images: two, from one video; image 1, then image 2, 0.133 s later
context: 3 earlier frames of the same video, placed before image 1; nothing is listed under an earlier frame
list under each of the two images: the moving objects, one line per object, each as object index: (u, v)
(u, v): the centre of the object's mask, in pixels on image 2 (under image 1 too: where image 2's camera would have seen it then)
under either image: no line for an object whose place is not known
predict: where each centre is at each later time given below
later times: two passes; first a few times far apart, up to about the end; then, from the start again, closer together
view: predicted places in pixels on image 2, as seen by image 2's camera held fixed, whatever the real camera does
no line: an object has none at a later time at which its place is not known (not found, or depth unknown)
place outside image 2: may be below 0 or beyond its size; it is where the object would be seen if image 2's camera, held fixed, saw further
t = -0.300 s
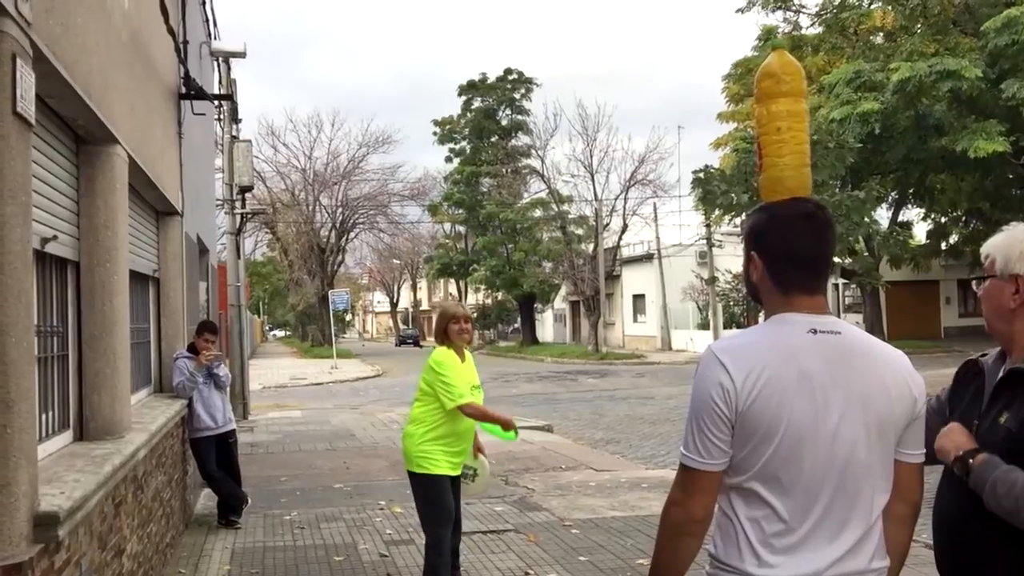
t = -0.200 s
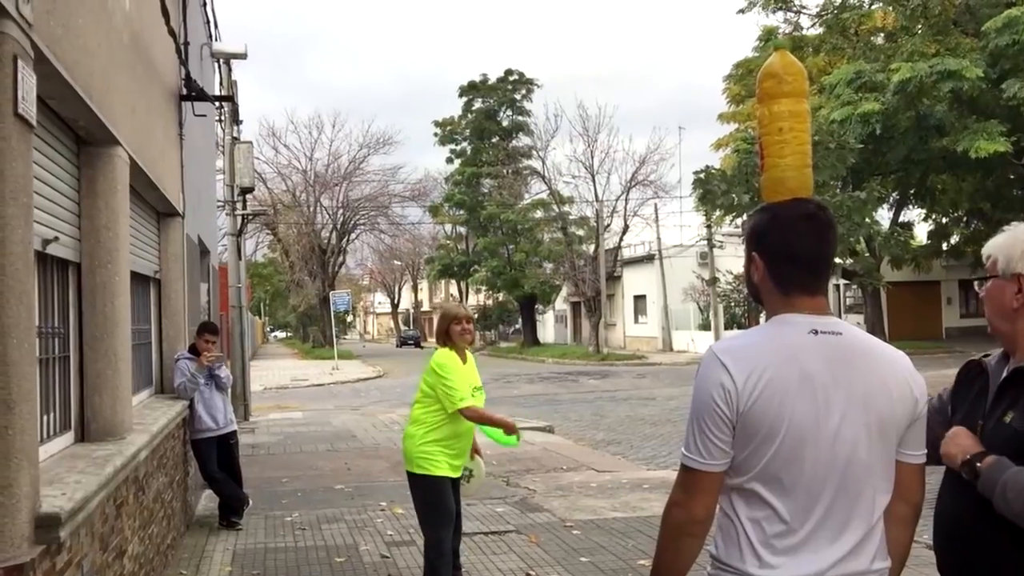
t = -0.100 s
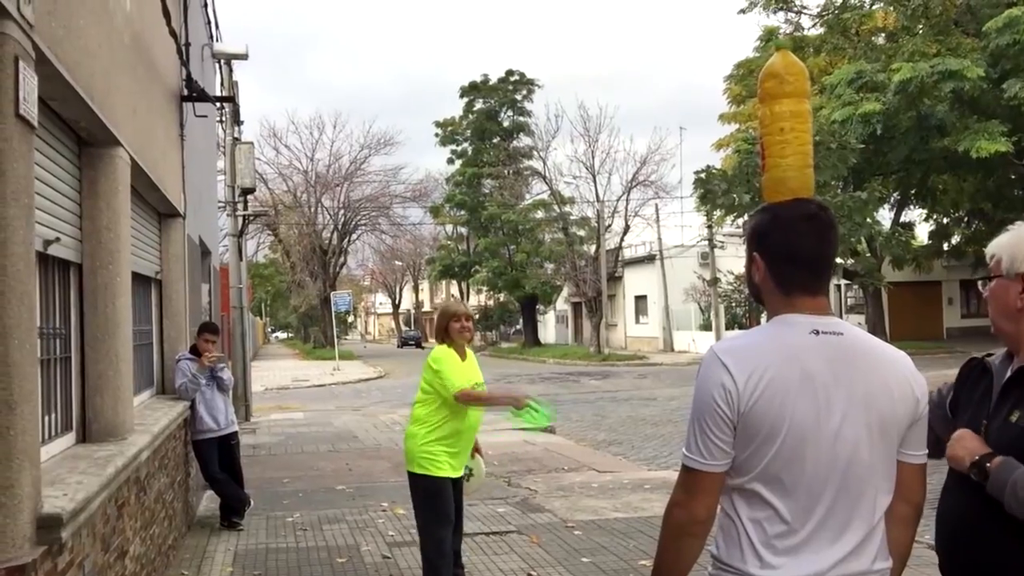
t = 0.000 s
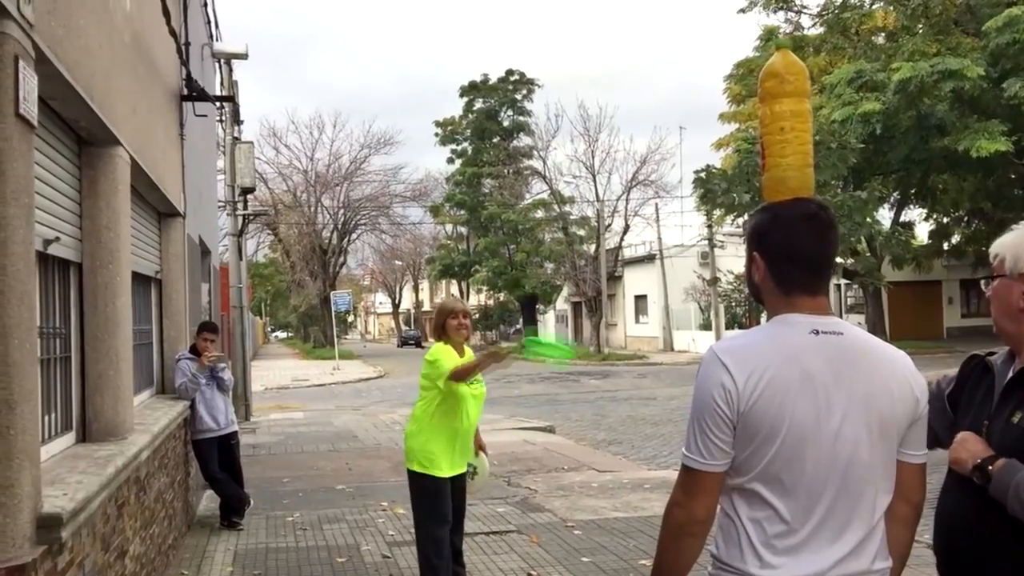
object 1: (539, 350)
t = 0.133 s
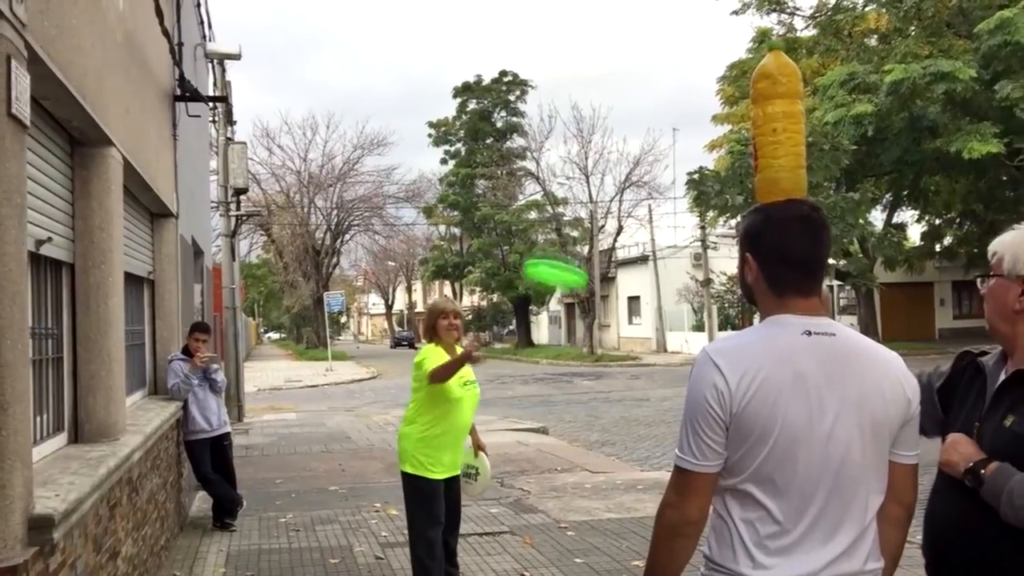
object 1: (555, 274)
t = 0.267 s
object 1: (575, 220)
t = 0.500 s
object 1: (627, 191)
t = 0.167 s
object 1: (559, 259)
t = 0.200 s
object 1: (563, 245)
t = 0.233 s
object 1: (569, 231)
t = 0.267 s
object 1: (575, 220)
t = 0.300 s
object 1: (581, 211)
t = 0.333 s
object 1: (590, 203)
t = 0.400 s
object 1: (611, 193)
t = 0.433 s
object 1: (617, 192)
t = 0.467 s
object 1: (623, 191)
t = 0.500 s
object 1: (627, 191)
